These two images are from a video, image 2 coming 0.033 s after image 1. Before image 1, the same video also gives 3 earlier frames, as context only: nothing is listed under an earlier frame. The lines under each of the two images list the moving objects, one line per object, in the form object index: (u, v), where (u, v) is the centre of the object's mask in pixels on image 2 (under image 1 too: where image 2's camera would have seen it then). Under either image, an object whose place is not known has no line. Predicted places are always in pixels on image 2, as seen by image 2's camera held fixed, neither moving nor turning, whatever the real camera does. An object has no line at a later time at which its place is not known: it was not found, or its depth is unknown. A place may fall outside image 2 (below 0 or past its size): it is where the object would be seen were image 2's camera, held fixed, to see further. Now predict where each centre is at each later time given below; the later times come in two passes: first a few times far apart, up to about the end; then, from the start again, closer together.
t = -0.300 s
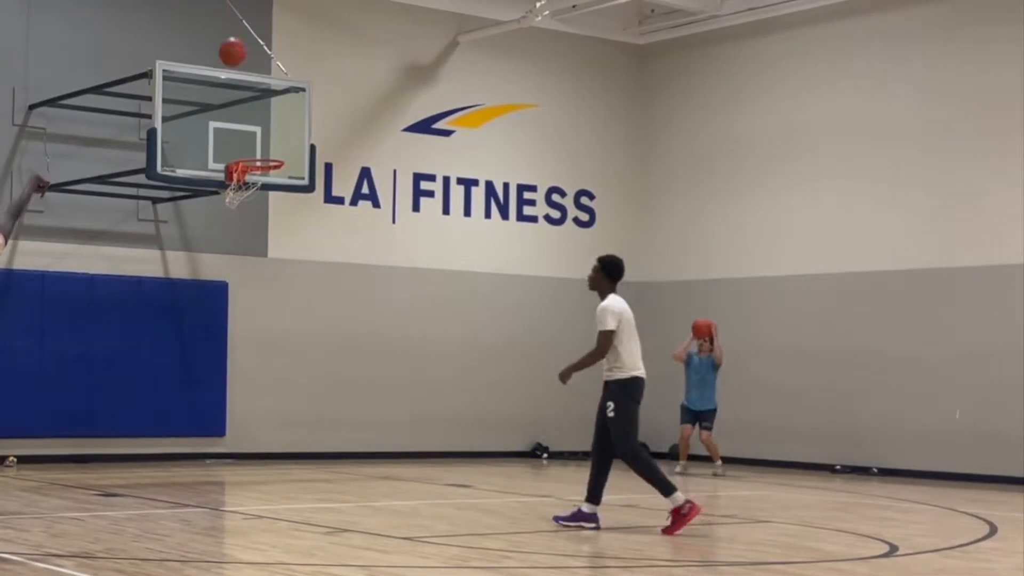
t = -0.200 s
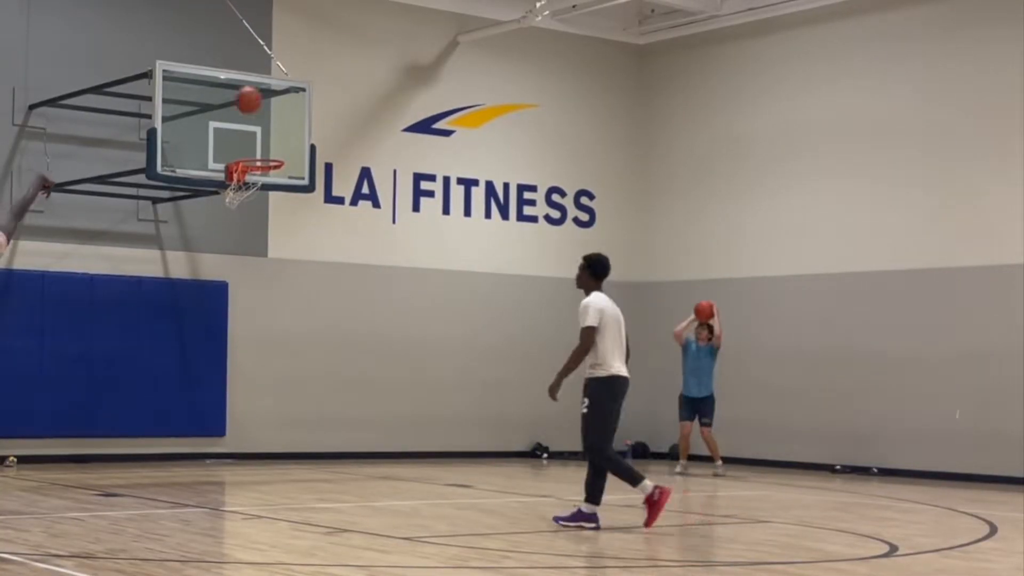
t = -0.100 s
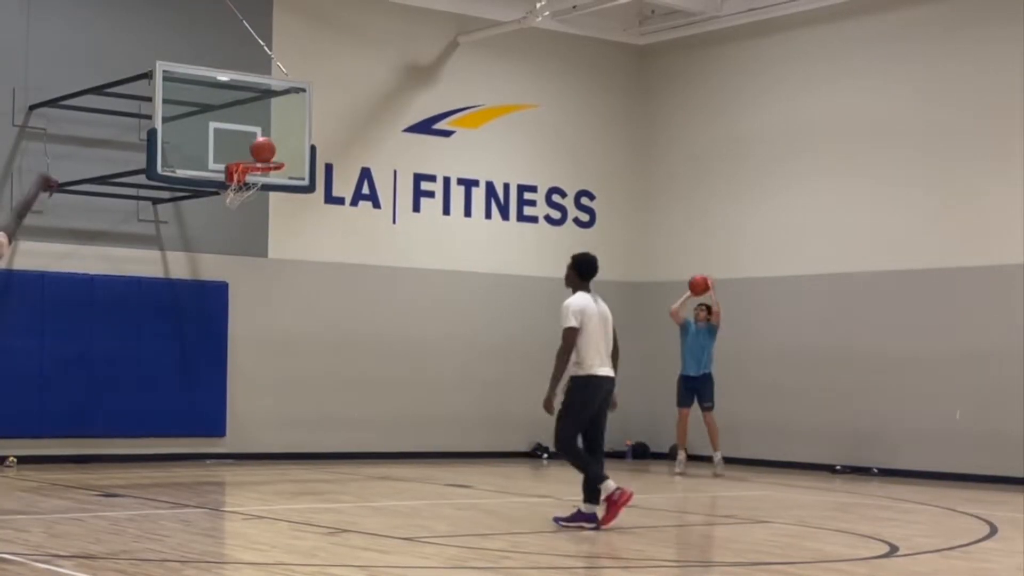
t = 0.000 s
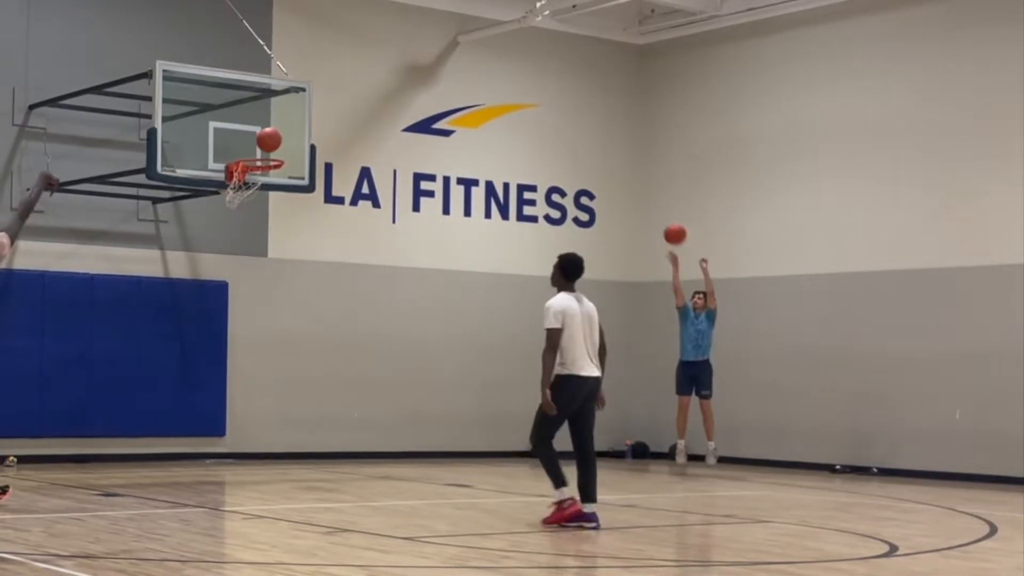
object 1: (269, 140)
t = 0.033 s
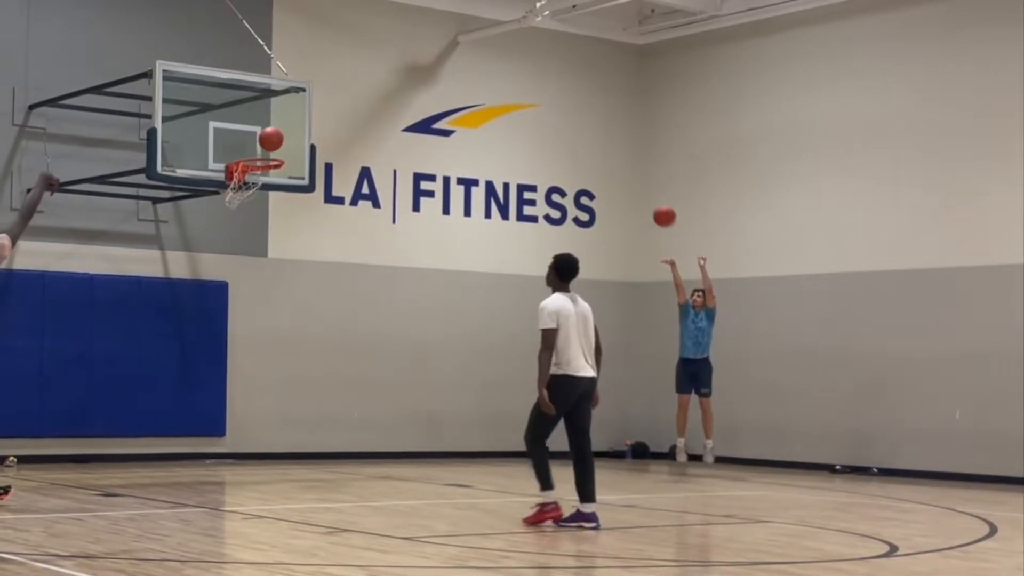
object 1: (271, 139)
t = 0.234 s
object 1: (297, 143)
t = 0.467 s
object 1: (343, 185)
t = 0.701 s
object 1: (388, 281)
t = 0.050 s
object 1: (272, 139)
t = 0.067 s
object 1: (273, 139)
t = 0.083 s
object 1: (274, 140)
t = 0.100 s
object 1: (275, 140)
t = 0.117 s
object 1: (276, 142)
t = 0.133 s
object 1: (277, 143)
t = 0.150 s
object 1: (280, 142)
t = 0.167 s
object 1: (283, 142)
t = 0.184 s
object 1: (287, 142)
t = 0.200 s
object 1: (290, 142)
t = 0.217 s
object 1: (293, 142)
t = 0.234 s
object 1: (297, 143)
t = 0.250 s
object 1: (300, 144)
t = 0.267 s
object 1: (303, 146)
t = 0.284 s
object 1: (307, 148)
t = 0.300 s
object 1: (310, 149)
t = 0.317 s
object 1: (313, 152)
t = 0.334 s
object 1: (317, 154)
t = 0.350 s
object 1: (320, 157)
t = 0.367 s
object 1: (324, 160)
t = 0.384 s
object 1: (327, 163)
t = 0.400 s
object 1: (330, 167)
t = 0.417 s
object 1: (333, 171)
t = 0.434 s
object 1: (336, 175)
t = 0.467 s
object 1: (343, 185)
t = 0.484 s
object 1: (346, 190)
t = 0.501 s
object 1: (350, 195)
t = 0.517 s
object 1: (353, 201)
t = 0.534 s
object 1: (356, 206)
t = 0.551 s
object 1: (360, 212)
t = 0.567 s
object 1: (362, 219)
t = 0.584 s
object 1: (366, 226)
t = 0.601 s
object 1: (369, 233)
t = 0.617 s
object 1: (372, 240)
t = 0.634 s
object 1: (375, 248)
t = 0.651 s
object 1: (378, 256)
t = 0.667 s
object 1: (382, 264)
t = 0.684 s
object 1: (385, 272)
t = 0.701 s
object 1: (388, 281)
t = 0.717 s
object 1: (391, 290)
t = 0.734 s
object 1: (395, 300)
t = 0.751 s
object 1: (398, 309)
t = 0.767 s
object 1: (401, 319)
